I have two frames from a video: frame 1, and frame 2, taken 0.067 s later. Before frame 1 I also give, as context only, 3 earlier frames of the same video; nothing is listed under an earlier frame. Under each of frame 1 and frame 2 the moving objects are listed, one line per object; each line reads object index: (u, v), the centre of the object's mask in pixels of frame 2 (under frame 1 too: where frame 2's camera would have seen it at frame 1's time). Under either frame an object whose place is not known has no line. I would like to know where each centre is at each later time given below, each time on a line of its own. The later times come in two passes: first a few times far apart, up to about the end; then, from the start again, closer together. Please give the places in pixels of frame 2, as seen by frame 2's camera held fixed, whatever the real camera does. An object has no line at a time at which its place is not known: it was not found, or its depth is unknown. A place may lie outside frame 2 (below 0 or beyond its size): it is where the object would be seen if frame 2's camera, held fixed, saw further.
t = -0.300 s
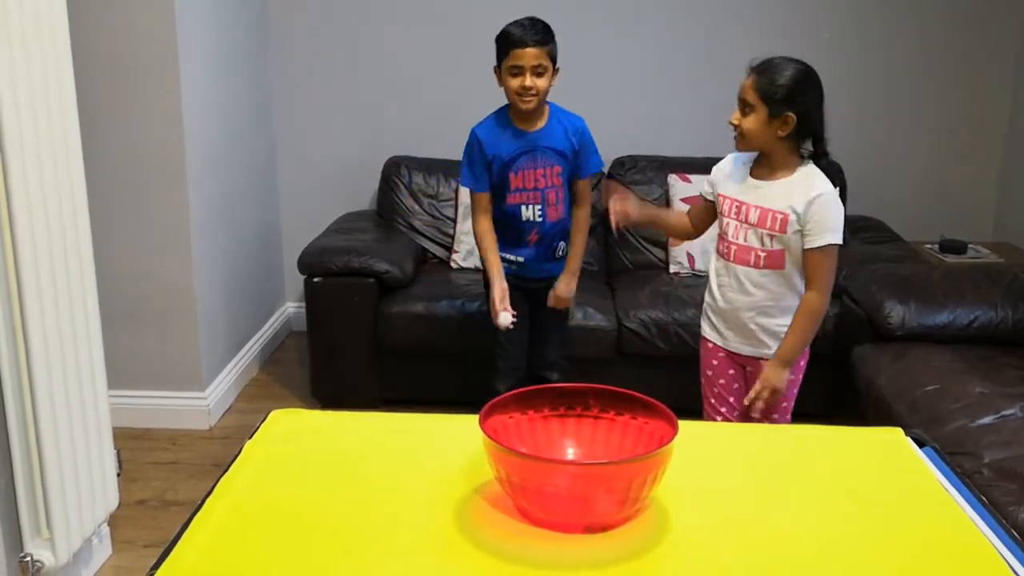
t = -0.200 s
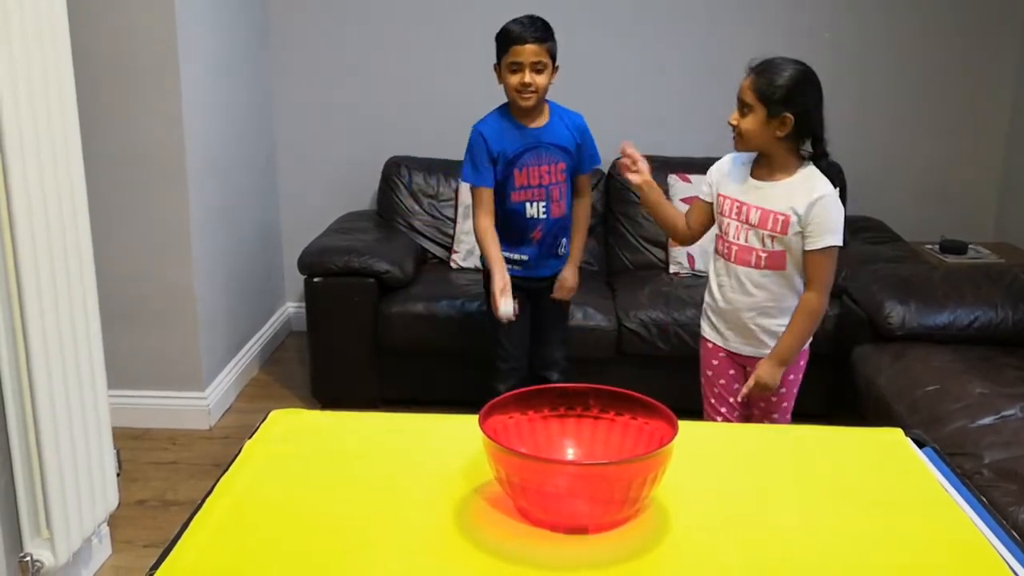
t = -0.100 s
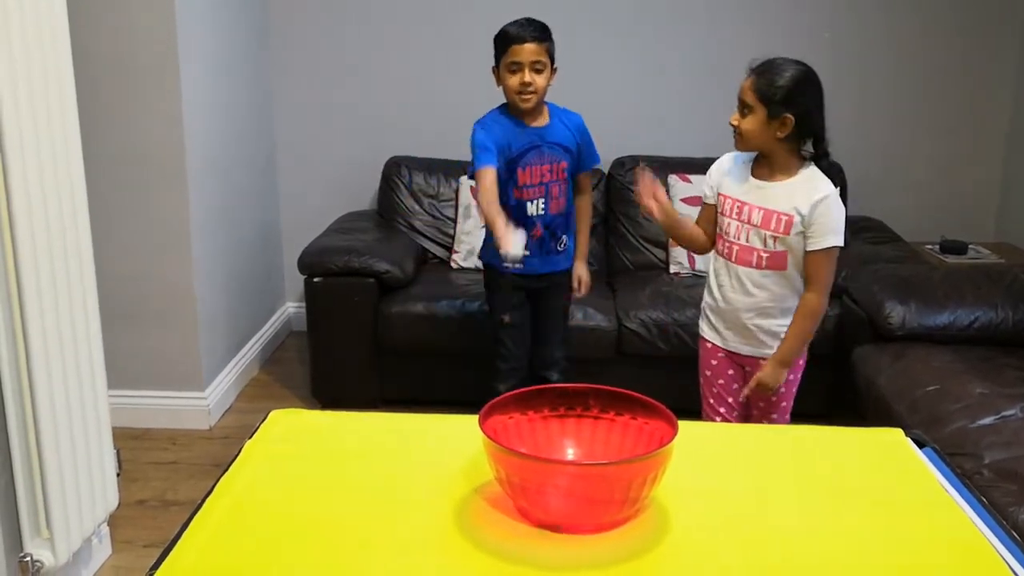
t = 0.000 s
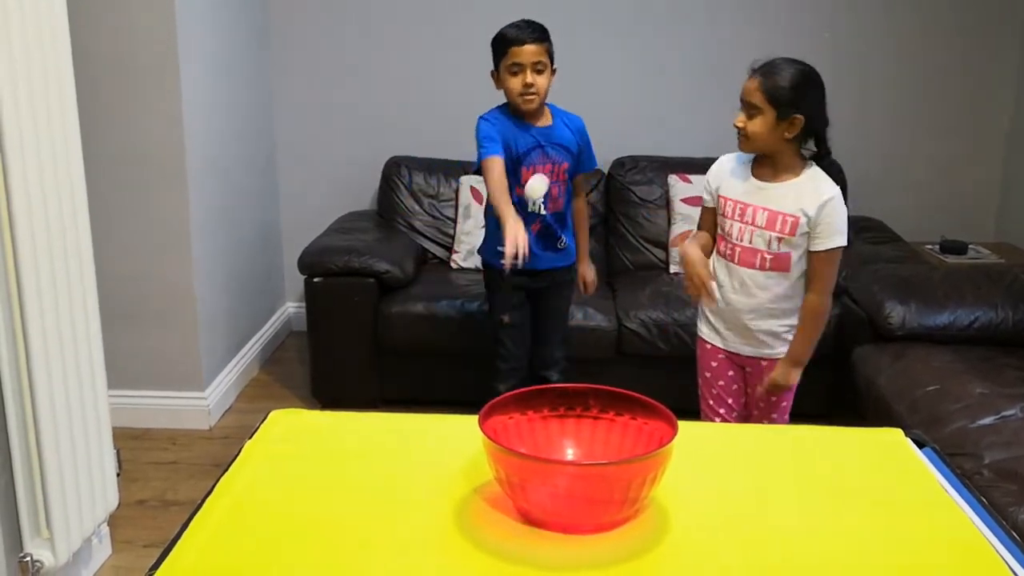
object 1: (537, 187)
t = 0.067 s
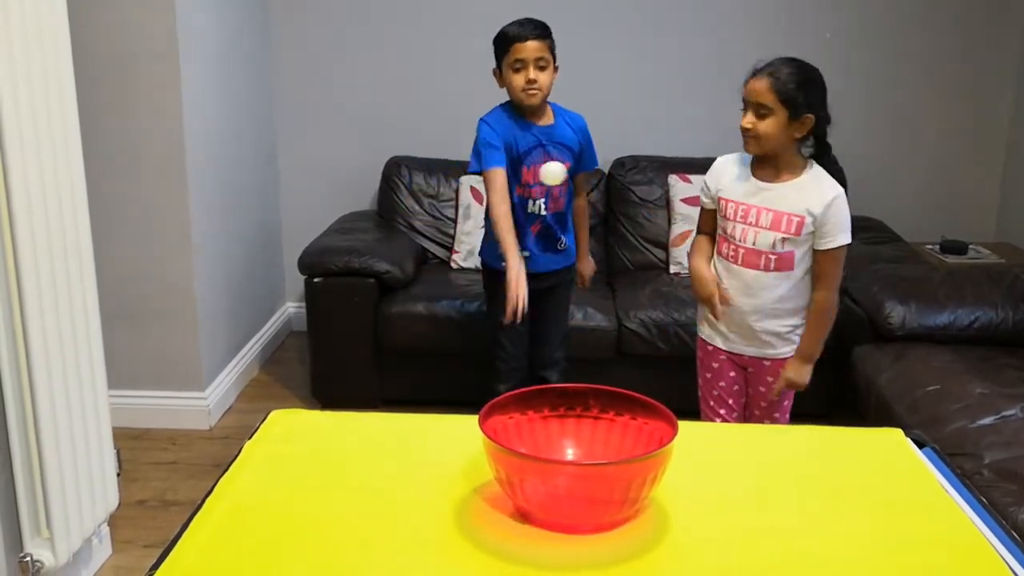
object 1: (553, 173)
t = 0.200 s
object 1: (592, 229)
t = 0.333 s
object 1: (635, 430)
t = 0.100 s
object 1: (562, 175)
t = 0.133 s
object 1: (571, 184)
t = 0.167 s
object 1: (581, 202)
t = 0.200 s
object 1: (592, 229)
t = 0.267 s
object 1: (615, 314)
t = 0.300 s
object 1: (626, 373)
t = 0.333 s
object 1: (635, 430)
